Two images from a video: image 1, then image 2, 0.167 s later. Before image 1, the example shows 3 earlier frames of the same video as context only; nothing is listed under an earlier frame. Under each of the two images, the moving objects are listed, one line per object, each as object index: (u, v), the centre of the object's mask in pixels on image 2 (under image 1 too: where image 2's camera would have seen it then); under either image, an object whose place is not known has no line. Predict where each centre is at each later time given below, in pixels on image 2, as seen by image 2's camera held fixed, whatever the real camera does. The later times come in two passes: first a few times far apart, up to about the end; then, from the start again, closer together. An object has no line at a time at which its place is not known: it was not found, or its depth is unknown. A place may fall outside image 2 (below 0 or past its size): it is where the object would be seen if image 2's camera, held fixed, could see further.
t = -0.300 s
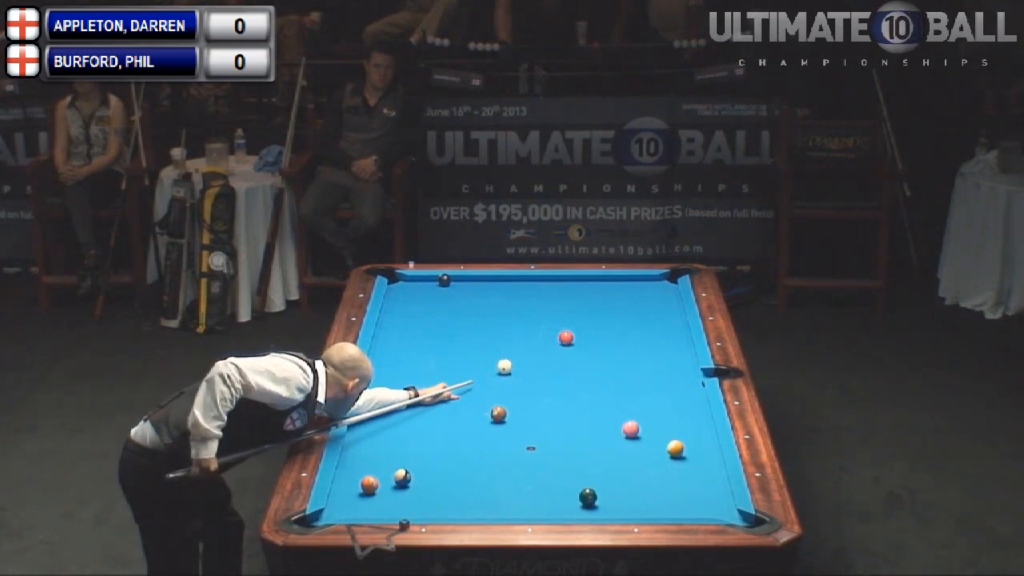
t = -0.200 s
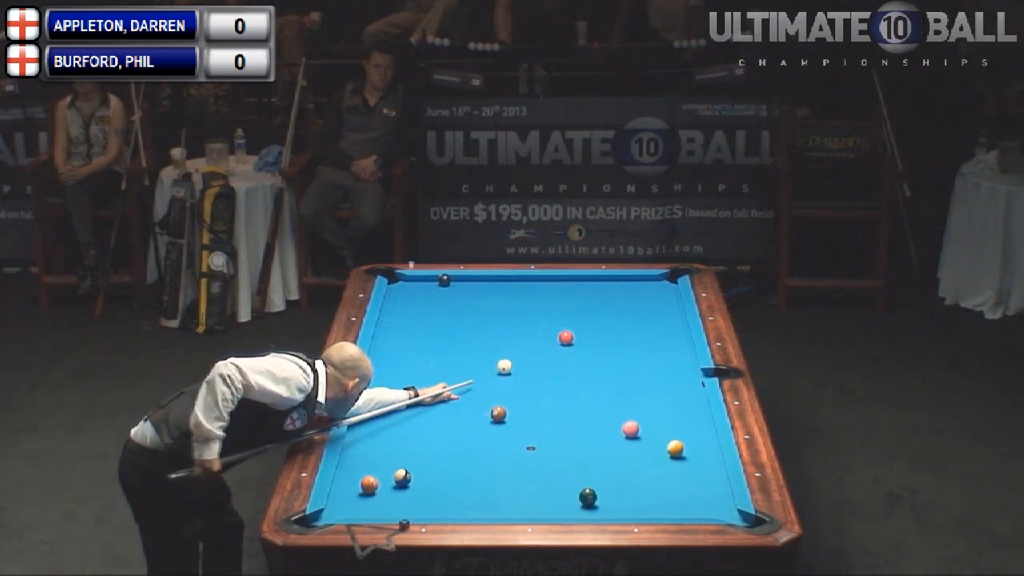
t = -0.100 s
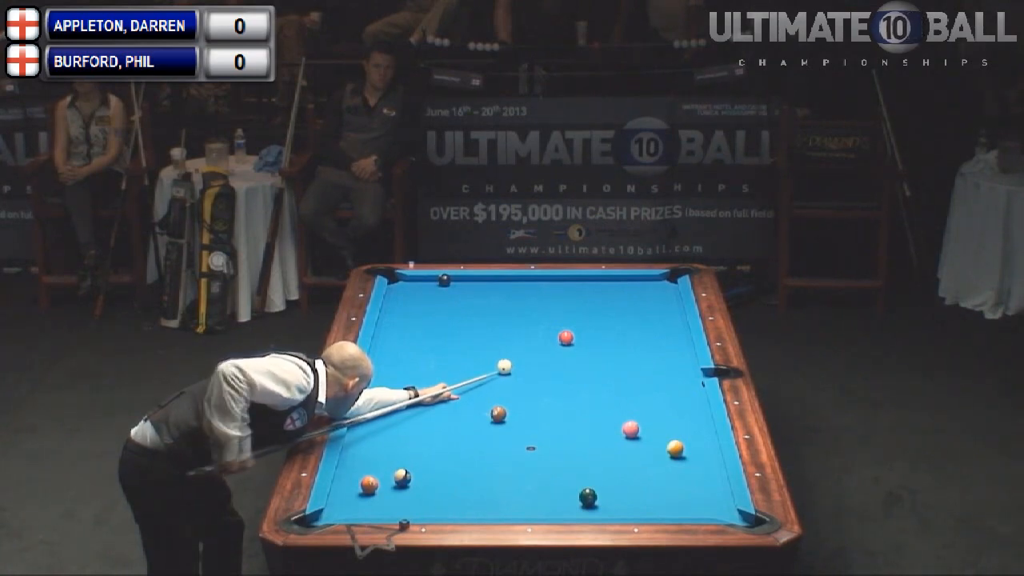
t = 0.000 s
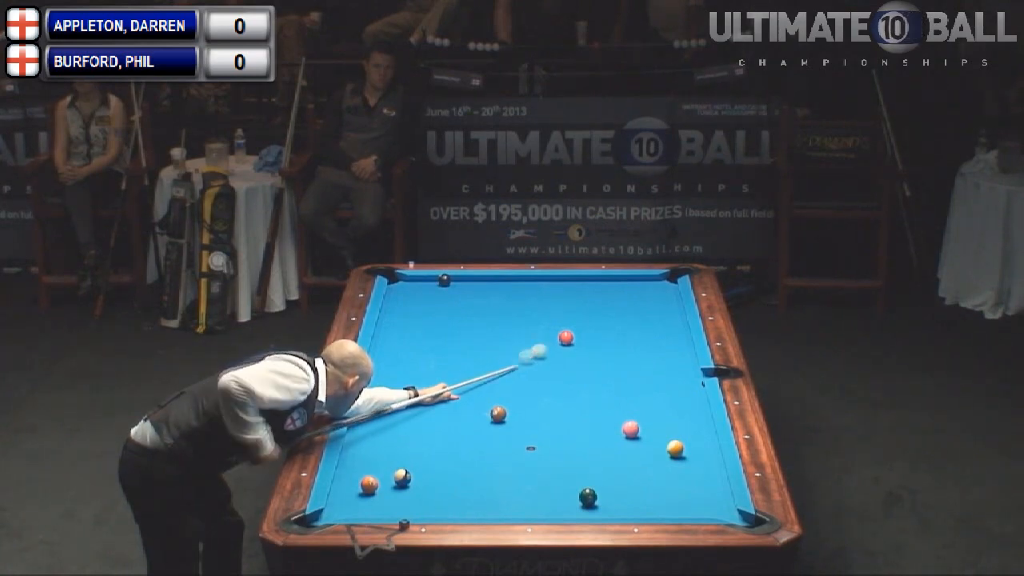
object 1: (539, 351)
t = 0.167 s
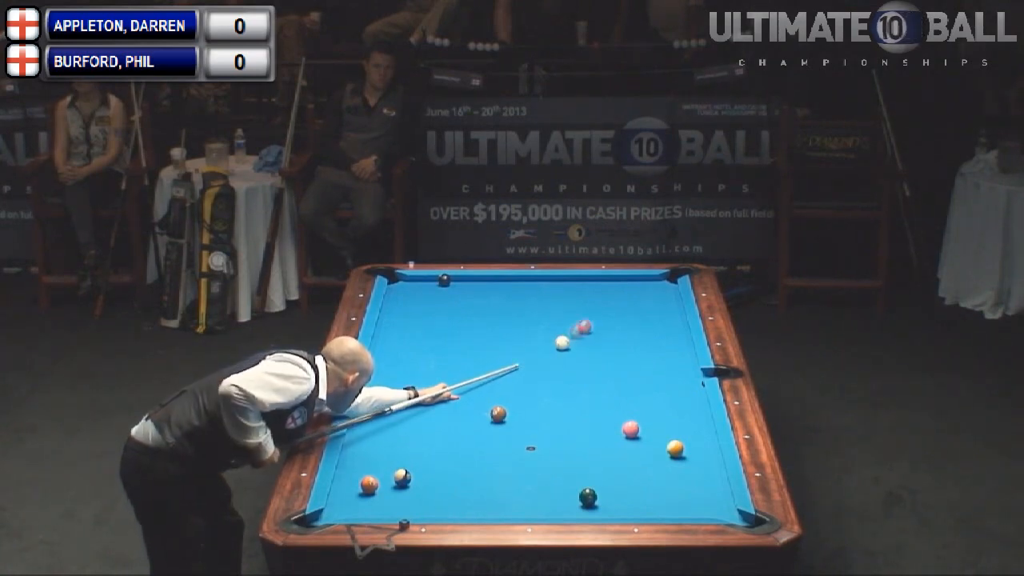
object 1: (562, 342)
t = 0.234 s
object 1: (564, 343)
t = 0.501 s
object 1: (568, 348)
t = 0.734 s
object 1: (572, 351)
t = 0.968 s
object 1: (576, 354)
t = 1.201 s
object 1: (579, 358)
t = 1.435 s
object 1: (582, 360)
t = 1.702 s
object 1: (585, 363)
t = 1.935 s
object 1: (588, 365)
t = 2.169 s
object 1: (589, 366)
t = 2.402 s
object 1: (591, 368)
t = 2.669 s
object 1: (593, 369)
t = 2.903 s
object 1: (594, 369)
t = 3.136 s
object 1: (595, 369)
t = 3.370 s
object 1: (595, 370)
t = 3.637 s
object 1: (595, 369)
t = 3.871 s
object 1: (595, 369)
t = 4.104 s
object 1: (595, 369)
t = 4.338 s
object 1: (595, 369)
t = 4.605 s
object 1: (595, 369)
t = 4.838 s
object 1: (595, 369)
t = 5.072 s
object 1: (595, 369)
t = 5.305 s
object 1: (595, 369)
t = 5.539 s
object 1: (595, 369)
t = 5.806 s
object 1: (595, 369)
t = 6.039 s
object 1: (595, 369)
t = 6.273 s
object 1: (595, 369)
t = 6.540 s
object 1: (595, 369)
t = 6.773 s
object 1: (595, 369)
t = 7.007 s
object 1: (595, 369)
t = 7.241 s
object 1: (595, 369)
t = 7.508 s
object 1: (595, 369)
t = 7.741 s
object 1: (595, 369)
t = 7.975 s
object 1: (595, 369)
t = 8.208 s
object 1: (595, 369)
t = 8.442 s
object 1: (595, 369)
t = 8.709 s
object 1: (595, 369)
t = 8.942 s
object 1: (595, 369)
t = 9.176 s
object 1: (595, 369)
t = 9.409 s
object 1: (595, 369)
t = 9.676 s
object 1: (595, 369)
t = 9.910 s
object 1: (595, 369)
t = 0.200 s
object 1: (563, 343)
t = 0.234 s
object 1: (564, 343)
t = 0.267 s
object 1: (565, 344)
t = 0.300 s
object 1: (566, 345)
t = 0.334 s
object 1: (566, 346)
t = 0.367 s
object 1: (567, 346)
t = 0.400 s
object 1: (567, 347)
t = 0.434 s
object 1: (567, 347)
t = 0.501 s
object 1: (568, 348)
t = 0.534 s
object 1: (569, 348)
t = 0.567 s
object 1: (569, 349)
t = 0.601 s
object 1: (570, 349)
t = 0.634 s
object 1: (570, 350)
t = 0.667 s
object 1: (571, 350)
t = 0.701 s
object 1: (571, 351)
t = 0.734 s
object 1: (572, 351)
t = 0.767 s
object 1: (572, 352)
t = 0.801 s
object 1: (573, 352)
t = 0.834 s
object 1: (574, 353)
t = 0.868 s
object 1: (574, 353)
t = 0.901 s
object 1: (574, 354)
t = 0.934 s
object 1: (575, 354)
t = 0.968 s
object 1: (576, 354)
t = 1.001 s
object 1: (576, 355)
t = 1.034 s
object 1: (577, 356)
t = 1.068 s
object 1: (577, 356)
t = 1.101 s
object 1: (578, 357)
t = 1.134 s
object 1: (578, 357)
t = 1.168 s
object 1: (578, 357)
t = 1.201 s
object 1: (579, 358)
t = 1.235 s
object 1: (580, 358)
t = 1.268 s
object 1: (580, 358)
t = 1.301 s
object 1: (580, 359)
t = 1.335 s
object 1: (581, 359)
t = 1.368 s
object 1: (581, 360)
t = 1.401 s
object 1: (582, 360)
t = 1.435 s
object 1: (582, 360)
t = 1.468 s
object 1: (582, 361)
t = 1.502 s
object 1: (583, 361)
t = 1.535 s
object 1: (583, 361)
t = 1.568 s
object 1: (584, 362)
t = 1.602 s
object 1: (584, 362)
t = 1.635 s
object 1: (584, 362)
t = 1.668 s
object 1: (585, 363)
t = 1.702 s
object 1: (585, 363)
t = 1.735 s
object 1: (586, 363)
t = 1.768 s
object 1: (586, 364)
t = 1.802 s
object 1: (586, 364)
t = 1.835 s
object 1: (587, 364)
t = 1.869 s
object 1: (587, 364)
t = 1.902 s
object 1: (587, 364)
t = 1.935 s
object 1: (588, 365)
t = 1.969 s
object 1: (588, 365)
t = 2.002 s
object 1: (588, 365)
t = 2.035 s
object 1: (588, 365)
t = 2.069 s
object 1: (589, 366)
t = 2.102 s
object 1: (589, 366)
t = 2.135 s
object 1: (589, 366)
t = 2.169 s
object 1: (589, 366)
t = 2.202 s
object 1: (590, 367)
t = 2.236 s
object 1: (590, 367)
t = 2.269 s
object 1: (590, 367)
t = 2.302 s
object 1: (590, 367)
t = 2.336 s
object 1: (591, 367)
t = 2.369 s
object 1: (591, 367)
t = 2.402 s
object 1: (591, 368)
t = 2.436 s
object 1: (592, 368)
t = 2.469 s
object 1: (592, 368)
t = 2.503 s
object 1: (592, 368)
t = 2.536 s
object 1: (592, 368)
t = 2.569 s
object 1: (593, 368)
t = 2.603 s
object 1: (593, 369)
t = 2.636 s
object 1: (593, 369)
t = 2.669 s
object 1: (593, 369)
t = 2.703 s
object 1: (593, 369)
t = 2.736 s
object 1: (594, 369)
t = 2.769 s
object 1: (594, 369)
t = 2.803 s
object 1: (594, 369)
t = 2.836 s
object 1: (594, 369)
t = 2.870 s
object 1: (594, 369)
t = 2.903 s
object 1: (594, 369)
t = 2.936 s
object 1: (594, 369)
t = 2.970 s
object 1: (594, 369)
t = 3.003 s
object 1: (594, 369)
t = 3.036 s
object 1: (594, 369)
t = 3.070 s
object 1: (594, 369)
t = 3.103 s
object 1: (595, 369)
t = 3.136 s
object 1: (595, 369)
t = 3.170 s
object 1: (595, 369)
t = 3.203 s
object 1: (595, 369)
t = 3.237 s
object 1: (595, 369)
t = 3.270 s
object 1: (595, 369)
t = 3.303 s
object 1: (595, 369)
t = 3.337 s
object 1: (595, 369)
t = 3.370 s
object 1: (595, 370)
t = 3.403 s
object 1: (595, 369)
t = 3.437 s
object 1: (595, 369)
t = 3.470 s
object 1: (595, 369)
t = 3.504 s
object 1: (595, 369)
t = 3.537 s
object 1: (595, 369)
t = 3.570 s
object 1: (595, 369)
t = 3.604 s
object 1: (595, 369)
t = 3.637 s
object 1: (595, 369)
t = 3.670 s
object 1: (595, 369)
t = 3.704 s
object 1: (595, 369)
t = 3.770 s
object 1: (595, 369)
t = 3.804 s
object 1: (595, 369)
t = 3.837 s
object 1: (595, 369)
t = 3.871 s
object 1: (595, 369)
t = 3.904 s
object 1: (595, 369)
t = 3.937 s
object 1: (595, 369)
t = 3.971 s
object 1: (595, 369)
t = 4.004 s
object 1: (595, 369)
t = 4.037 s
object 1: (595, 369)
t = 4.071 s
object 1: (595, 369)
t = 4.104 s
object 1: (595, 369)
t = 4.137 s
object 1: (595, 369)
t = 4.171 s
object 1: (595, 369)
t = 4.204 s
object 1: (595, 369)
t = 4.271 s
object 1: (595, 369)
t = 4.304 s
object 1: (595, 369)
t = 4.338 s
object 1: (595, 369)
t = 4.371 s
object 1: (595, 369)
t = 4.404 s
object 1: (595, 369)
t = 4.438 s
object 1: (595, 369)
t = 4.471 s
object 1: (595, 369)
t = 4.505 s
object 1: (595, 369)
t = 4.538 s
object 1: (595, 369)
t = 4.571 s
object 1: (595, 369)
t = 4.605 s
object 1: (595, 369)
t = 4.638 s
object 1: (595, 369)
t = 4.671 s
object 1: (595, 369)
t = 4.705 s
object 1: (595, 369)
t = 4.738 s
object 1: (595, 369)
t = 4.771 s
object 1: (595, 369)
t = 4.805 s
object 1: (595, 369)
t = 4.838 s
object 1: (595, 369)
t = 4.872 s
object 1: (595, 369)
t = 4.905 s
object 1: (595, 369)
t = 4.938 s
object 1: (595, 369)
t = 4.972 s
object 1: (595, 369)
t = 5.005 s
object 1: (595, 369)
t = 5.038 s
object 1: (595, 369)
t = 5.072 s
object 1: (595, 369)
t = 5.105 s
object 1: (595, 369)
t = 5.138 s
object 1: (595, 369)
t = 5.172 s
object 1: (595, 369)
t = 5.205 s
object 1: (595, 369)
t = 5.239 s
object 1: (595, 369)
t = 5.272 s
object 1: (595, 369)
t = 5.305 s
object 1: (595, 369)
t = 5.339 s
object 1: (595, 369)
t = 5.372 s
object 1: (595, 369)
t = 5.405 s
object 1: (595, 369)
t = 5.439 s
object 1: (595, 369)
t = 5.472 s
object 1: (595, 369)
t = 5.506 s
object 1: (595, 369)
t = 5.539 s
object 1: (595, 369)
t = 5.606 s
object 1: (595, 369)
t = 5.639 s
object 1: (595, 369)
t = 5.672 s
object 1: (595, 369)
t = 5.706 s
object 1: (595, 369)
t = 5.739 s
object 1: (595, 369)
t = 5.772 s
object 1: (595, 369)
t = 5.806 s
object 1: (595, 369)
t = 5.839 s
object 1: (595, 369)
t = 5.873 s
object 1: (595, 369)
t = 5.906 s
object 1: (595, 369)
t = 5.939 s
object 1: (595, 369)
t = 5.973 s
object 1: (595, 369)
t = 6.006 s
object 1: (595, 369)
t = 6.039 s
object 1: (595, 369)
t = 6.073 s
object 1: (595, 369)
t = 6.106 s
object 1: (595, 369)
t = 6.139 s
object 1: (595, 369)
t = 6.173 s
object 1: (595, 369)
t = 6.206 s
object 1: (595, 369)
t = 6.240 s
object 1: (595, 369)
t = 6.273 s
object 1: (595, 369)
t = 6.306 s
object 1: (595, 369)
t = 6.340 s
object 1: (595, 369)
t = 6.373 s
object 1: (595, 369)
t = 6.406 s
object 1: (595, 369)
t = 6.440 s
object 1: (595, 369)
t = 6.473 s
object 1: (595, 369)
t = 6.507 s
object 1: (595, 369)
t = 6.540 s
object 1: (595, 369)
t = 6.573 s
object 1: (595, 369)
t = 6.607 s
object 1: (595, 369)
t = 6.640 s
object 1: (595, 369)
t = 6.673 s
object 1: (595, 369)
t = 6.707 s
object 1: (595, 369)
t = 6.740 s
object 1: (595, 369)
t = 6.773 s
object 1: (595, 369)
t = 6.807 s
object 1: (595, 369)
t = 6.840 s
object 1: (595, 369)
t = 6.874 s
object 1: (595, 369)
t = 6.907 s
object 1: (595, 369)
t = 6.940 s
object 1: (595, 369)
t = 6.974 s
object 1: (595, 369)
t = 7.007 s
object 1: (595, 369)
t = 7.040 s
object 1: (595, 369)
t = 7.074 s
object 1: (595, 369)
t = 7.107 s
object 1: (595, 369)
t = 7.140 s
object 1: (595, 369)
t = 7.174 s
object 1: (595, 369)
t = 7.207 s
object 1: (595, 369)
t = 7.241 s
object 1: (595, 369)
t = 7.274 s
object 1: (595, 369)
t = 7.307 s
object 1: (595, 369)
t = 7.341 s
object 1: (595, 369)
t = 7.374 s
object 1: (595, 369)
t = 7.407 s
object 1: (595, 369)
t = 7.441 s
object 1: (595, 369)
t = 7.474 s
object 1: (595, 369)
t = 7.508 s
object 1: (595, 369)
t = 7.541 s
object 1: (595, 369)
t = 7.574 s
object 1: (595, 369)
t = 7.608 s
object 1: (595, 369)
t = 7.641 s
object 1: (595, 369)
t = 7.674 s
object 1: (595, 369)
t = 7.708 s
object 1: (595, 369)
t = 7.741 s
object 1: (595, 369)
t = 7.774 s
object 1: (595, 369)
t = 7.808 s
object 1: (595, 369)
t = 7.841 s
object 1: (595, 369)
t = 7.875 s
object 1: (595, 369)
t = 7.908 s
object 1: (595, 369)
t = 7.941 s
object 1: (595, 369)
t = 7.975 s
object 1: (595, 369)
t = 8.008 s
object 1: (595, 369)
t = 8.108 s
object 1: (595, 369)
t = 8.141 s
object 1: (595, 369)
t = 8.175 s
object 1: (595, 369)
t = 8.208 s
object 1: (595, 369)
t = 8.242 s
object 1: (595, 369)
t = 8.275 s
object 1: (595, 369)
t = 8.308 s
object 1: (595, 369)
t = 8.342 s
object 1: (595, 369)
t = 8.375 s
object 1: (595, 369)
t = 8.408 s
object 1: (595, 369)
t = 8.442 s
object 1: (595, 369)
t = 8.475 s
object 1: (595, 369)
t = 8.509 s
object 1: (595, 369)
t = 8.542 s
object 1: (595, 369)
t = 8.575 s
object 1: (595, 369)
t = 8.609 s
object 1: (595, 369)
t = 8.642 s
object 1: (595, 369)
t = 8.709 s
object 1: (595, 369)
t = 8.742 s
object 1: (595, 369)
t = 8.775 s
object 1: (595, 369)
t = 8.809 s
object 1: (595, 369)
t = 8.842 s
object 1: (595, 369)
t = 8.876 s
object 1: (595, 369)
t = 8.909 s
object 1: (595, 369)
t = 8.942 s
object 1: (595, 369)
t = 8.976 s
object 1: (595, 369)
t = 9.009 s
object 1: (595, 369)
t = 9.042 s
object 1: (595, 369)
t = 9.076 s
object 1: (595, 369)
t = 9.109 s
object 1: (595, 369)
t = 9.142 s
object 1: (595, 369)
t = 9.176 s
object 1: (595, 369)
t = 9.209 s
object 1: (595, 369)
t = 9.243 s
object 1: (595, 369)
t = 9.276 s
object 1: (595, 369)
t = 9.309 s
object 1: (595, 369)
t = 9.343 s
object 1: (595, 369)
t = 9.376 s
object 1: (595, 369)
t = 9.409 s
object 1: (595, 369)
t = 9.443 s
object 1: (595, 369)
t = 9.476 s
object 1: (595, 369)
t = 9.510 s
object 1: (595, 369)
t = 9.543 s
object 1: (595, 369)
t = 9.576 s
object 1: (595, 369)
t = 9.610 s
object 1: (595, 369)
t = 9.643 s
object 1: (595, 369)
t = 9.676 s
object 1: (595, 369)
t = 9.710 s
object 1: (595, 369)
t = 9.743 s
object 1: (595, 369)
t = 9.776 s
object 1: (595, 369)
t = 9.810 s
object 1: (595, 369)
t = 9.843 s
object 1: (595, 369)
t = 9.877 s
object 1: (595, 369)
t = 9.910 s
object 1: (595, 369)
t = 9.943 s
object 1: (595, 369)
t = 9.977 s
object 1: (595, 369)
